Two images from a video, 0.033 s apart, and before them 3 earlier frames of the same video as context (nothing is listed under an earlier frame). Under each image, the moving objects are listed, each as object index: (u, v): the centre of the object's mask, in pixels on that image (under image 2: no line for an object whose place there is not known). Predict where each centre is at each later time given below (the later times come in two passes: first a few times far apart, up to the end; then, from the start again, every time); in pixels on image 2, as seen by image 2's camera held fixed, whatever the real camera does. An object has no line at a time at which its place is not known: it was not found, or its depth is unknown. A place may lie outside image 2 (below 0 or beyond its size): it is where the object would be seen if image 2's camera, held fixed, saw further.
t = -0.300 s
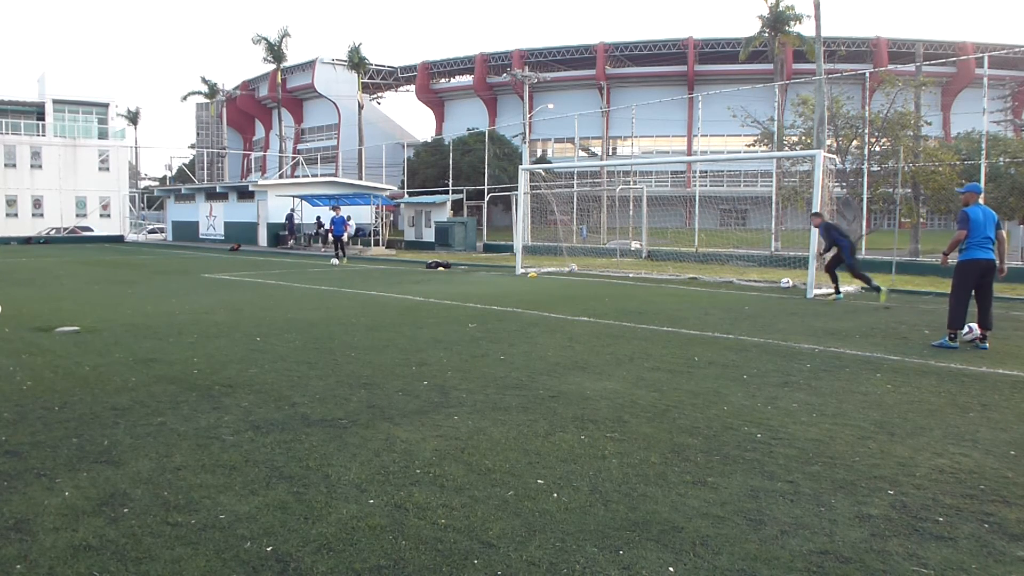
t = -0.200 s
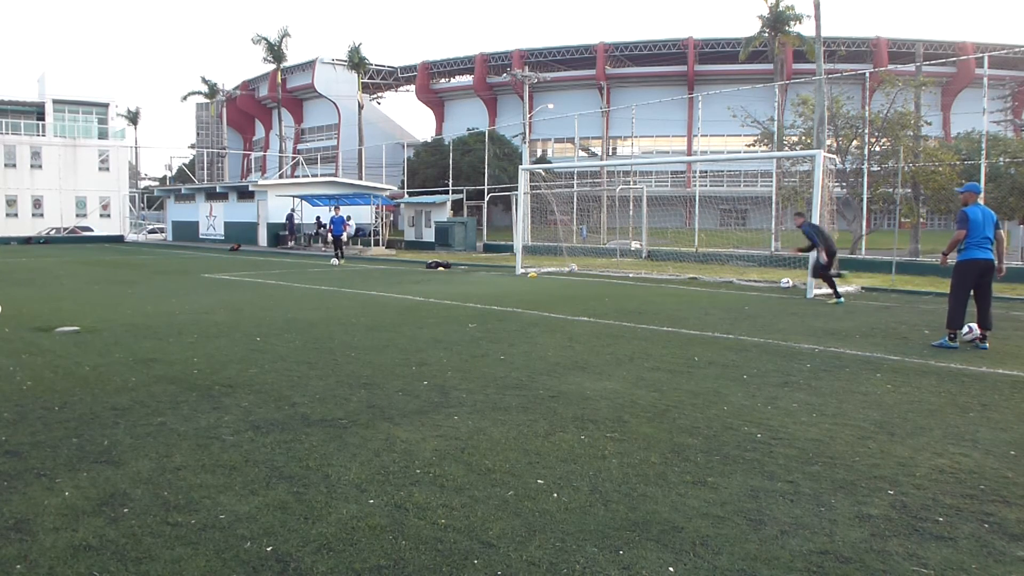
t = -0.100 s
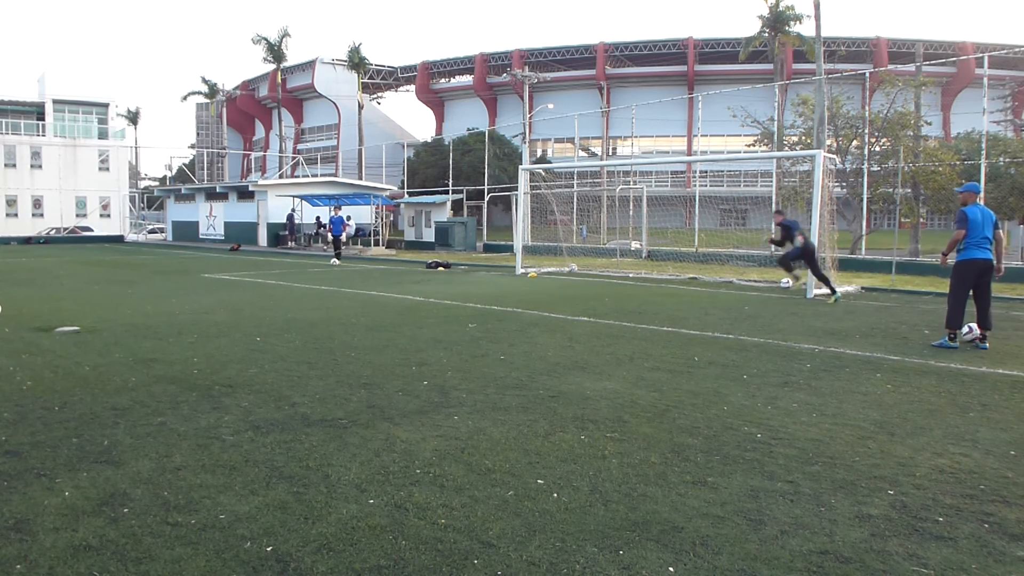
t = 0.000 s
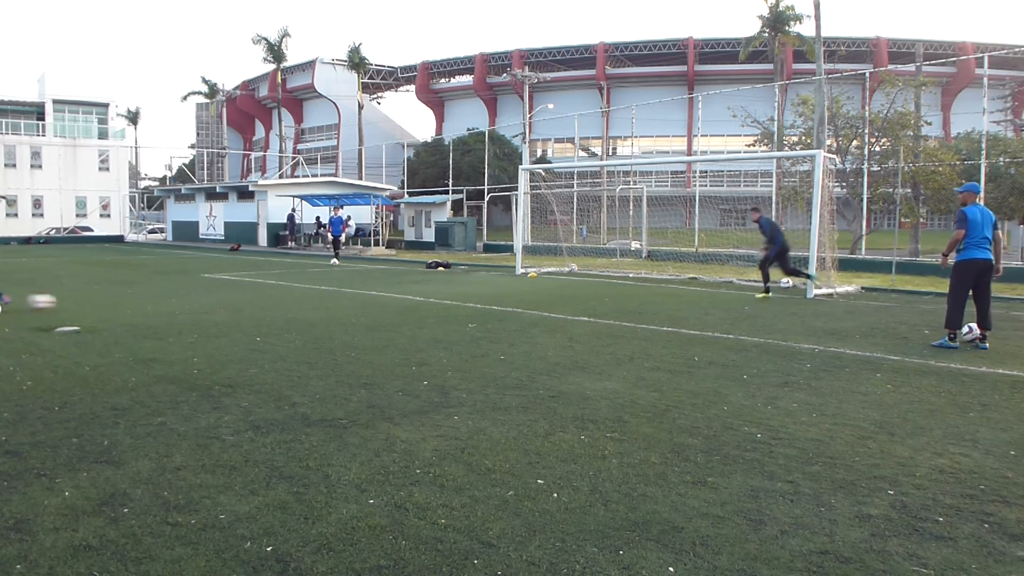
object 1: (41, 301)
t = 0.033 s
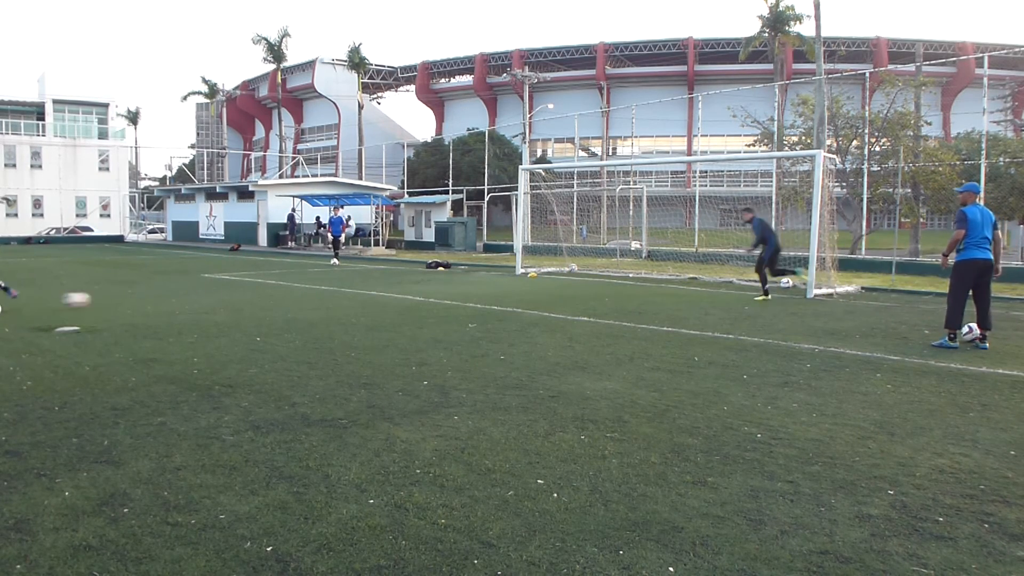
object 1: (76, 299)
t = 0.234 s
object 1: (250, 292)
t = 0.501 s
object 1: (406, 283)
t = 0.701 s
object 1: (485, 280)
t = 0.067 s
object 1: (109, 299)
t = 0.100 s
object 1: (142, 298)
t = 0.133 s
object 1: (171, 295)
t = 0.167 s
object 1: (199, 293)
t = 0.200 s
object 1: (225, 292)
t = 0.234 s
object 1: (250, 292)
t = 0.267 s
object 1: (274, 292)
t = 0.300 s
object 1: (297, 291)
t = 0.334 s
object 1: (317, 290)
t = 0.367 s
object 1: (338, 289)
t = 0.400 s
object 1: (355, 286)
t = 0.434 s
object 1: (372, 284)
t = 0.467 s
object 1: (389, 283)
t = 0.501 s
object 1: (406, 283)
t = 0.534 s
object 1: (421, 284)
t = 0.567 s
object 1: (435, 282)
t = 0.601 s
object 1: (448, 280)
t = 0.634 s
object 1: (460, 280)
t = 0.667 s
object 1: (473, 279)
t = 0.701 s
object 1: (485, 280)
